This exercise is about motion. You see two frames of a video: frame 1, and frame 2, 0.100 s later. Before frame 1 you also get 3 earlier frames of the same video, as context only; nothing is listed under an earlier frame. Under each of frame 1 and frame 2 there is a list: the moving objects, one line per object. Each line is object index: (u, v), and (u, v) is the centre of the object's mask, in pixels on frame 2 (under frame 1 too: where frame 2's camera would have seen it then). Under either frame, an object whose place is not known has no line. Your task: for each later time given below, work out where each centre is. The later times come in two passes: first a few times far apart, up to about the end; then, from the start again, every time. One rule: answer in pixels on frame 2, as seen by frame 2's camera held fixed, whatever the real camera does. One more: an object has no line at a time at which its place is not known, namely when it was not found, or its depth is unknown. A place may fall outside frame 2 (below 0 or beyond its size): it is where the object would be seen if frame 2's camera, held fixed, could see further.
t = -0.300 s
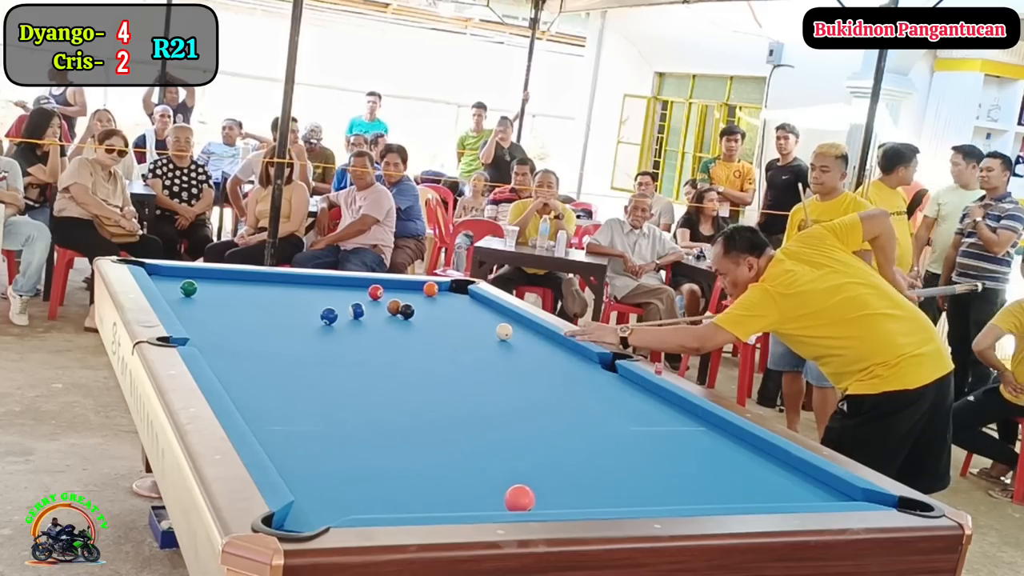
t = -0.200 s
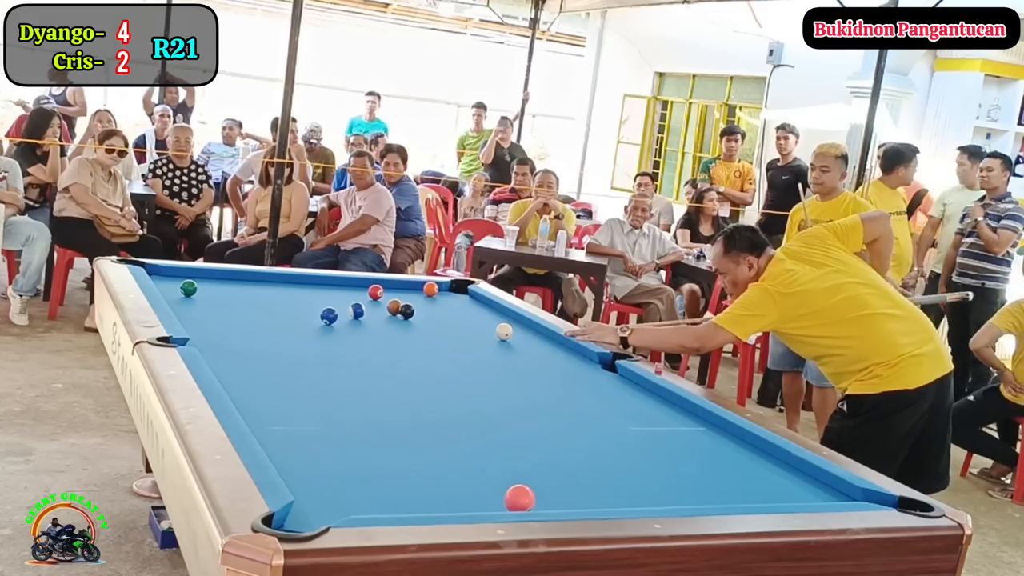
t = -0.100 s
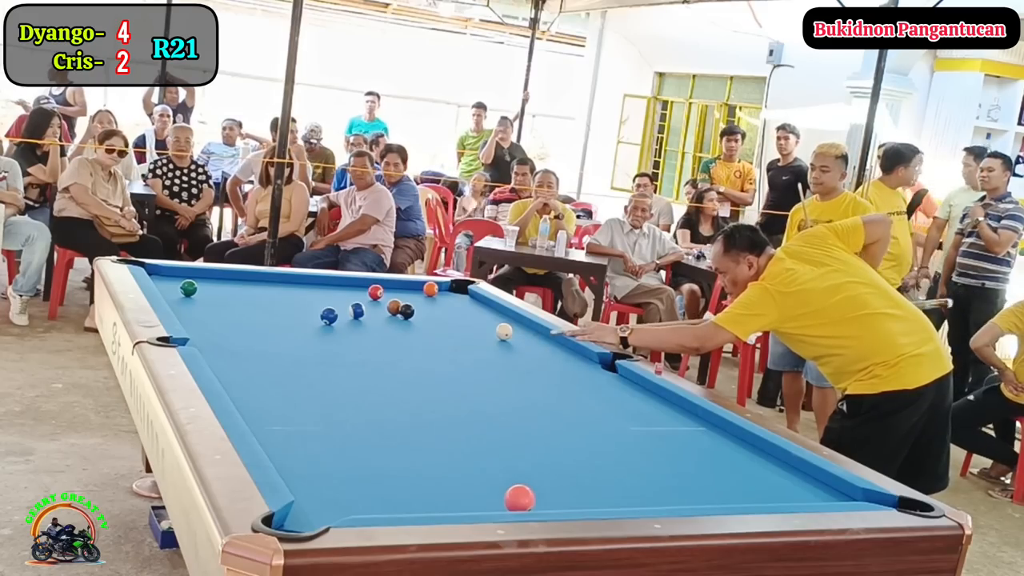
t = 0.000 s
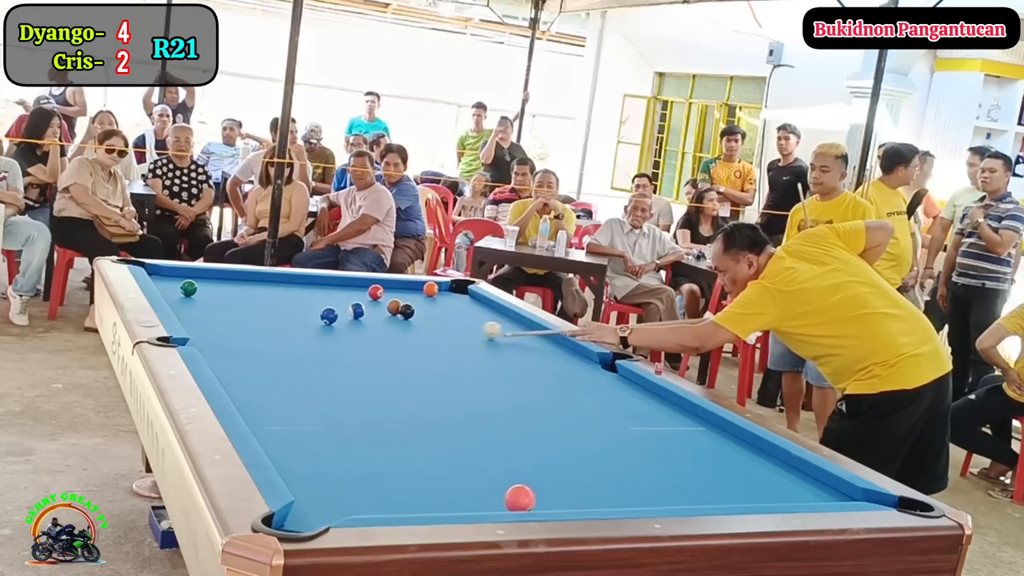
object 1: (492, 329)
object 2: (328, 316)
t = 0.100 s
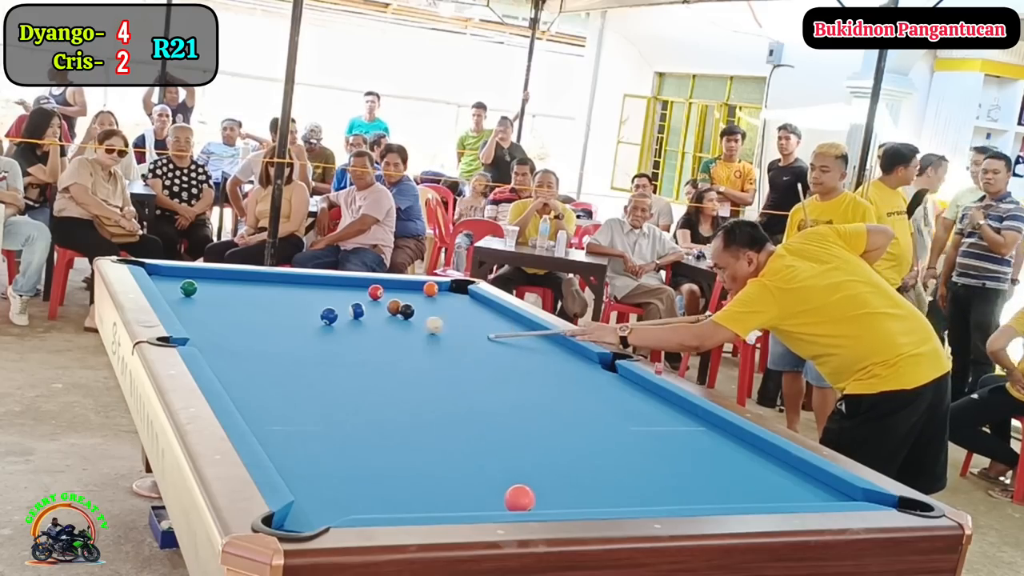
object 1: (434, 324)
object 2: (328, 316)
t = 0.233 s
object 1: (364, 318)
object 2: (329, 316)
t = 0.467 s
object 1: (347, 316)
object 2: (249, 309)
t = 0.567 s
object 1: (348, 316)
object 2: (214, 307)
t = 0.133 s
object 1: (407, 322)
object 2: (329, 316)
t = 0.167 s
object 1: (390, 320)
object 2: (328, 316)
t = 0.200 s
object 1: (381, 319)
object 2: (328, 316)
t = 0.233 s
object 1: (364, 318)
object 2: (329, 316)
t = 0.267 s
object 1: (349, 317)
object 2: (328, 316)
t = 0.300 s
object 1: (346, 317)
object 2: (316, 315)
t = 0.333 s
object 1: (346, 316)
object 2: (301, 313)
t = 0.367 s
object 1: (346, 317)
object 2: (287, 312)
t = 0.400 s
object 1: (347, 317)
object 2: (273, 311)
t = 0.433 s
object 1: (347, 316)
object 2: (261, 310)
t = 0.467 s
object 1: (347, 316)
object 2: (249, 309)
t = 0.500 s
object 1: (347, 316)
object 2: (237, 308)
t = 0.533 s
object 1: (348, 316)
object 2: (220, 307)
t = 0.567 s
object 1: (348, 316)
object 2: (214, 307)
